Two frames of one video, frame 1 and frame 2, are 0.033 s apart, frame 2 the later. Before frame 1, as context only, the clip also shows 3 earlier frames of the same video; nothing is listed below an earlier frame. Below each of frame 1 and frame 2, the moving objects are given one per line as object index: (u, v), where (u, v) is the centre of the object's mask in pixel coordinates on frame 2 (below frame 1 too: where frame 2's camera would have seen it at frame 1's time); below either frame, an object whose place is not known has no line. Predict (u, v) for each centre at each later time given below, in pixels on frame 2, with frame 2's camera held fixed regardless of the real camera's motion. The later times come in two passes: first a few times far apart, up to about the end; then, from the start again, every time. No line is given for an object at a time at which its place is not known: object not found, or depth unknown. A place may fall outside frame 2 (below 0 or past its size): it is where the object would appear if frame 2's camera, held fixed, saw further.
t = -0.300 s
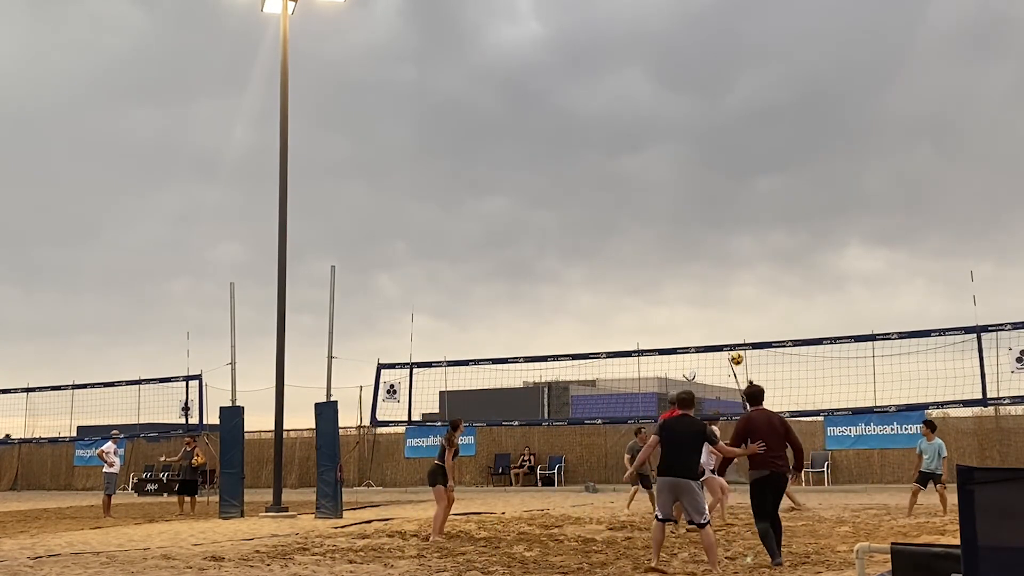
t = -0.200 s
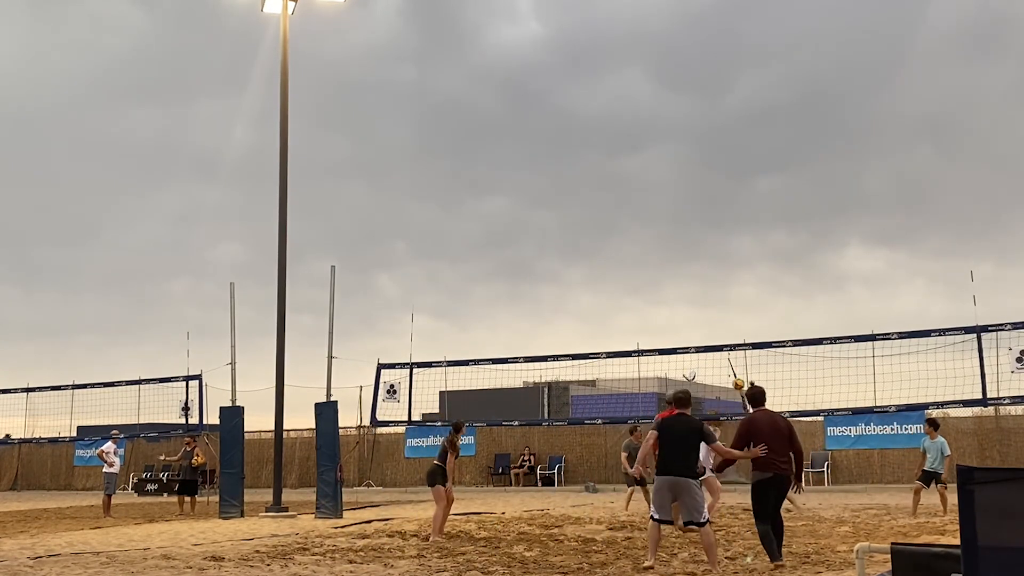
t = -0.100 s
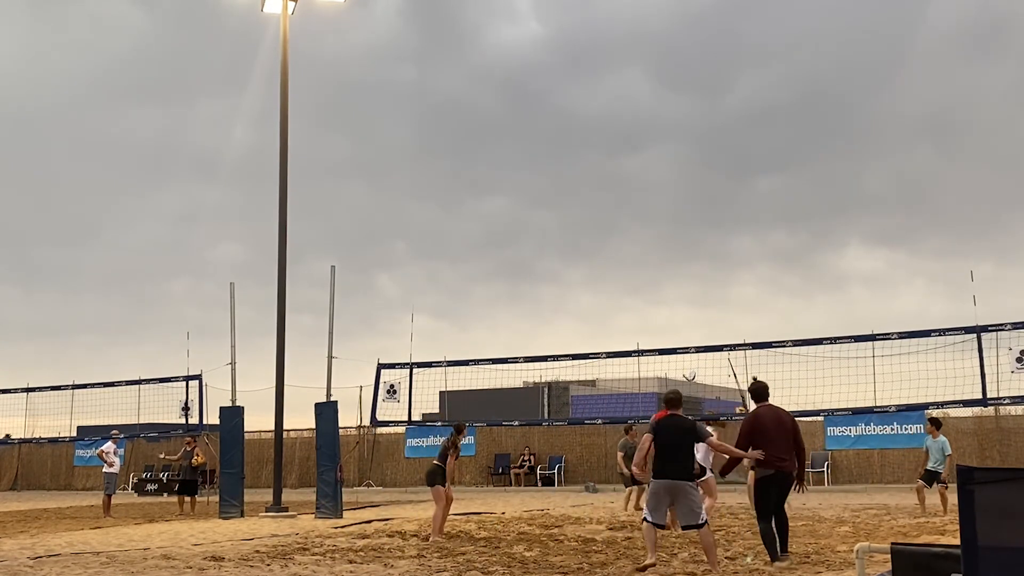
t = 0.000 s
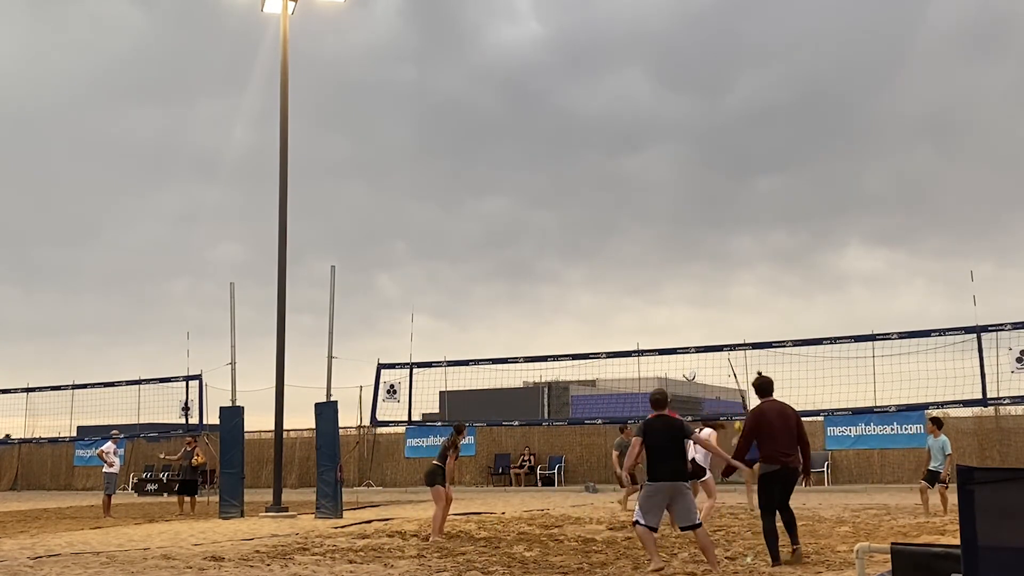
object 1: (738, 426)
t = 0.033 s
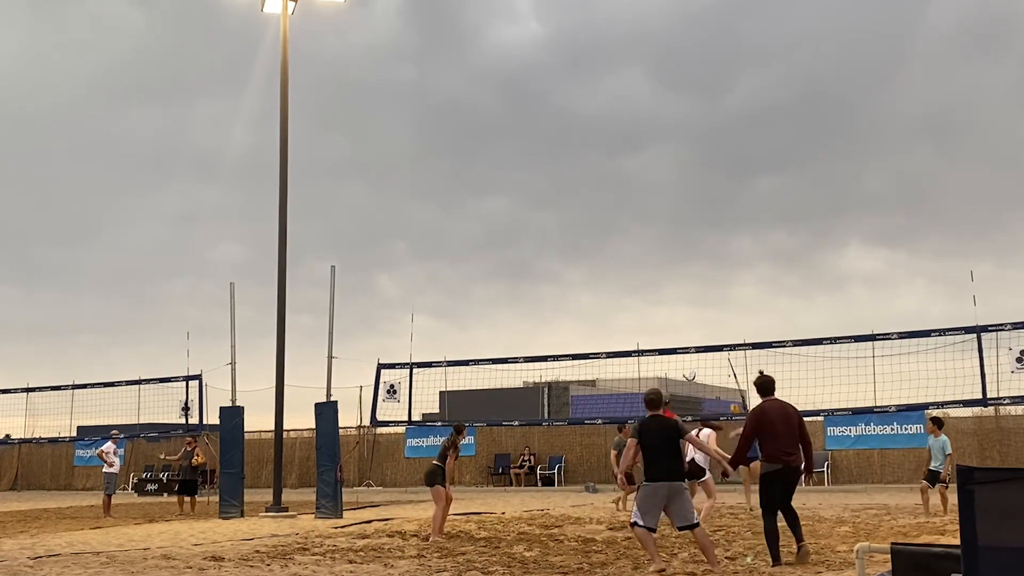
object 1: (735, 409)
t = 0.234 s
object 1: (716, 319)
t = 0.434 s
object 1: (699, 253)
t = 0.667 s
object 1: (680, 204)
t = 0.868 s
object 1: (666, 185)
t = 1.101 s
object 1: (650, 189)
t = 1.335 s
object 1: (637, 222)
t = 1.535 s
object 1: (627, 273)
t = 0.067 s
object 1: (731, 393)
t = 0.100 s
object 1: (728, 377)
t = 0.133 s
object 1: (725, 362)
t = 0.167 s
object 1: (721, 343)
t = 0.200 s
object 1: (719, 333)
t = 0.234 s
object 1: (716, 319)
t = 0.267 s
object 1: (713, 306)
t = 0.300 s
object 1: (710, 295)
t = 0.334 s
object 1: (708, 283)
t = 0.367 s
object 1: (705, 272)
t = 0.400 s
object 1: (702, 262)
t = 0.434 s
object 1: (699, 253)
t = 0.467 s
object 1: (696, 244)
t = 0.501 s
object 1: (694, 235)
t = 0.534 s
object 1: (691, 228)
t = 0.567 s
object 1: (688, 221)
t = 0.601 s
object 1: (686, 215)
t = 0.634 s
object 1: (683, 209)
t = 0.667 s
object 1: (680, 204)
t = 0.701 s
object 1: (678, 199)
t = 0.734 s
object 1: (675, 195)
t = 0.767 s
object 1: (673, 191)
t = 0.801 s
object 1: (670, 188)
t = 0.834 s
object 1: (668, 186)
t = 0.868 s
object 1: (666, 185)
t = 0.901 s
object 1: (663, 183)
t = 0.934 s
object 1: (661, 183)
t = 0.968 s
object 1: (659, 183)
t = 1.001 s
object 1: (657, 184)
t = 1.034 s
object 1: (655, 185)
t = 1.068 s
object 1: (653, 187)
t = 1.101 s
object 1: (650, 189)
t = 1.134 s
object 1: (648, 192)
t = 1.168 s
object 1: (646, 195)
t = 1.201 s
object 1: (644, 199)
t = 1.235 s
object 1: (642, 204)
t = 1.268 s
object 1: (641, 210)
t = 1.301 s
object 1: (639, 215)
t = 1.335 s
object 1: (637, 222)
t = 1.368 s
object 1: (635, 229)
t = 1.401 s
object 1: (634, 237)
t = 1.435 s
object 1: (632, 245)
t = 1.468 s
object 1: (630, 253)
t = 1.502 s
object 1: (629, 262)
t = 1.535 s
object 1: (627, 273)
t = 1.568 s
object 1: (626, 283)
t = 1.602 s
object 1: (625, 295)
